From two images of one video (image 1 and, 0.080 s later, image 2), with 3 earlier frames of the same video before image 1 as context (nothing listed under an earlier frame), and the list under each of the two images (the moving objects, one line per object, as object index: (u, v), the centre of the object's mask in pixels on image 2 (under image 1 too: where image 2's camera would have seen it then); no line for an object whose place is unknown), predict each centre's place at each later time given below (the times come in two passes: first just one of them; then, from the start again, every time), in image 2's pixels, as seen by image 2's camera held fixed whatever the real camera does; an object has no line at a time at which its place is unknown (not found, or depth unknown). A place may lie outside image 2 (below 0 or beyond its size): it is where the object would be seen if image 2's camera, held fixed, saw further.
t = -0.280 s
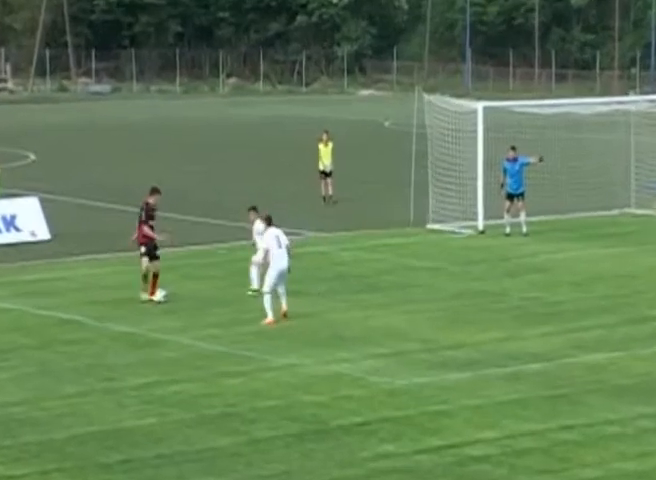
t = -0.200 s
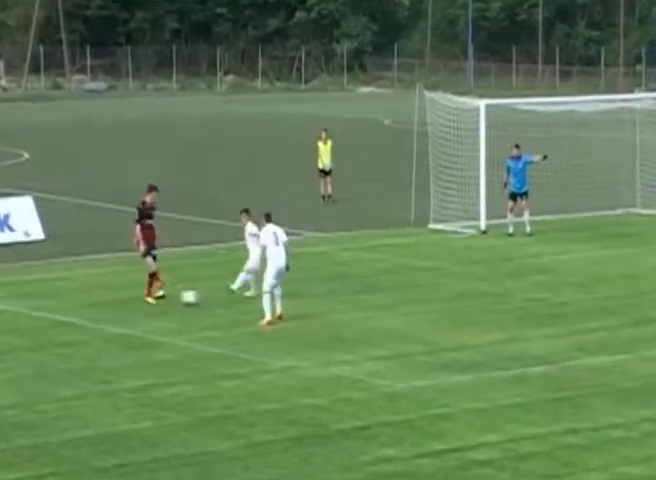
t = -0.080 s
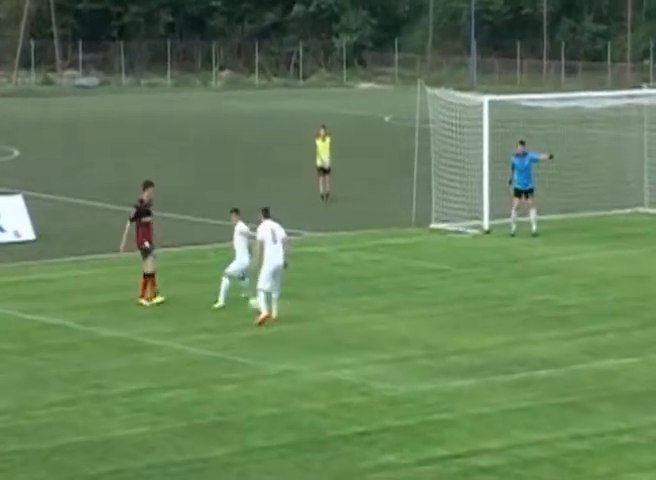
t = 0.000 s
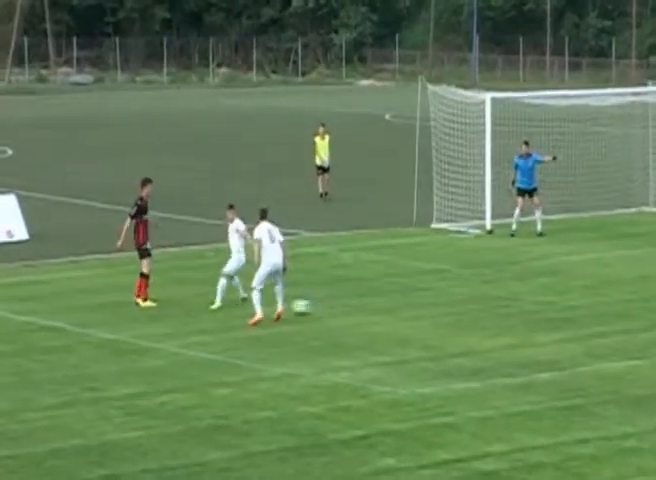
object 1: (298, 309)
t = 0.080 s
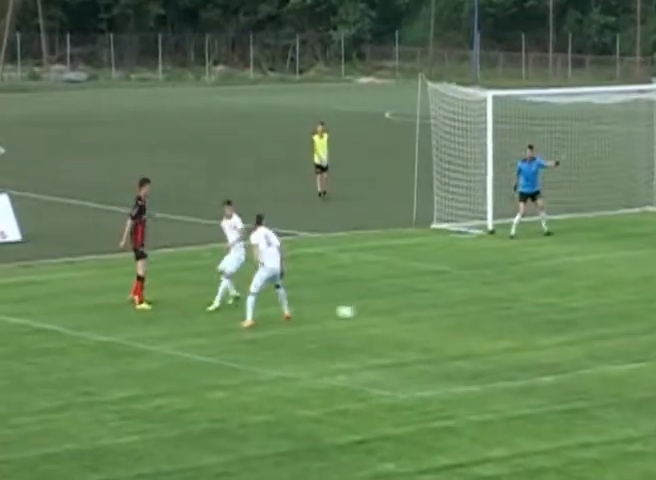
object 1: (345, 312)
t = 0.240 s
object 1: (432, 319)
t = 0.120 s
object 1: (367, 312)
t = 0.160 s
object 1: (389, 313)
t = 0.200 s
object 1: (411, 316)
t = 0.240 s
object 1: (432, 319)
